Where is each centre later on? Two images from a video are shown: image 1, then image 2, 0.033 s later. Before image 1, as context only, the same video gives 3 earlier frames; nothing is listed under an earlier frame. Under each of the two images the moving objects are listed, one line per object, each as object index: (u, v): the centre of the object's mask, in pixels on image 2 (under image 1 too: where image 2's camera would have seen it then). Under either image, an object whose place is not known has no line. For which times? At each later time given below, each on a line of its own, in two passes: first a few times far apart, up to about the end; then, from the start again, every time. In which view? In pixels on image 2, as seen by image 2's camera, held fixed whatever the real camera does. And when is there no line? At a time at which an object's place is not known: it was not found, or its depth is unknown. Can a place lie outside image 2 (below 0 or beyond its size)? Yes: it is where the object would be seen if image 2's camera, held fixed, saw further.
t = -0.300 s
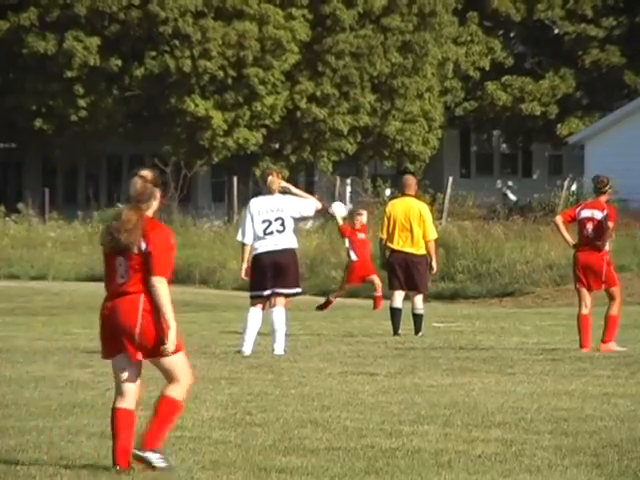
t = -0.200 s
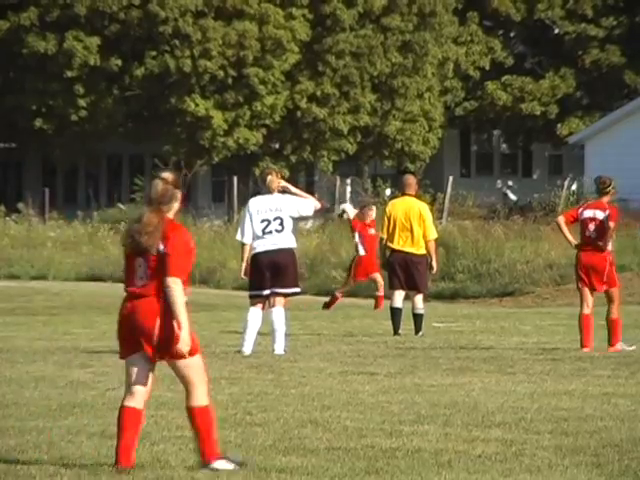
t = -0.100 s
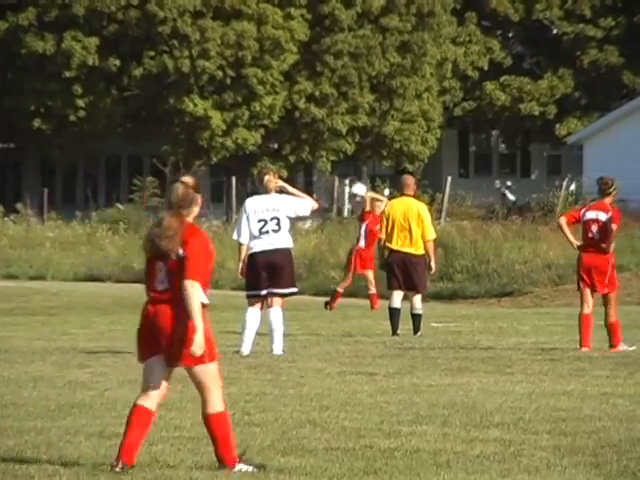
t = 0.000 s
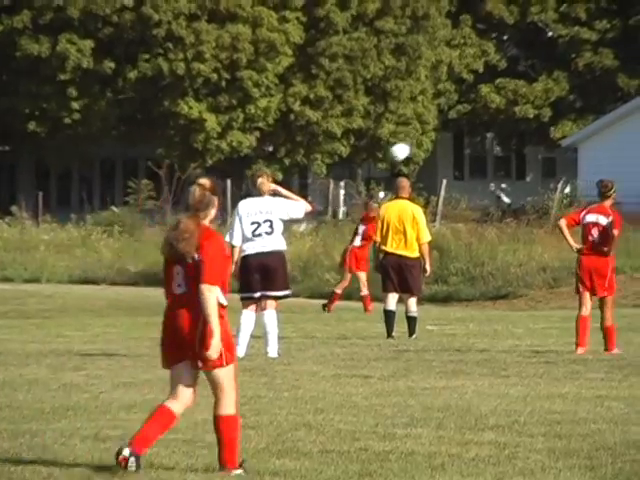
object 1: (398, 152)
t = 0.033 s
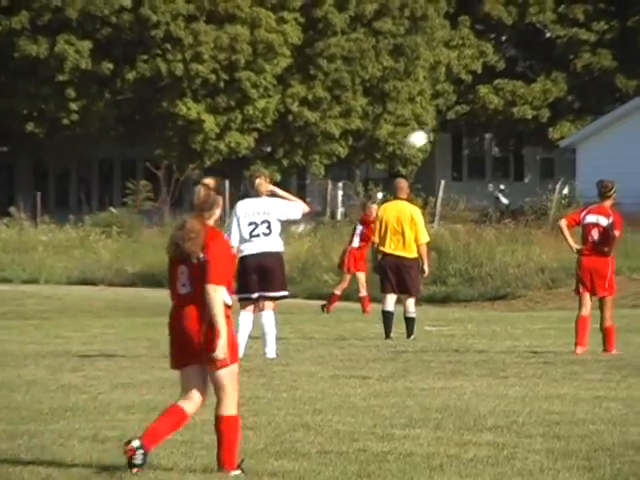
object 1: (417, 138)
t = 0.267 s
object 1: (552, 72)
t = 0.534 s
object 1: (708, 47)
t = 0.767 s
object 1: (850, 65)
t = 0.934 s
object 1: (954, 104)
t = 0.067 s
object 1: (436, 127)
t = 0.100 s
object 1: (455, 116)
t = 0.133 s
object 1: (474, 106)
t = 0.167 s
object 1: (493, 96)
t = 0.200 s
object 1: (513, 87)
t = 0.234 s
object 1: (532, 79)
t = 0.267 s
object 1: (552, 72)
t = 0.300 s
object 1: (572, 66)
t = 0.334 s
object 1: (592, 60)
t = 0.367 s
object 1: (611, 56)
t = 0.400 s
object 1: (630, 53)
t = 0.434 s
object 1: (649, 51)
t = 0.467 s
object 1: (668, 48)
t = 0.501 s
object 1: (688, 47)
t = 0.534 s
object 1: (708, 47)
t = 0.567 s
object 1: (728, 47)
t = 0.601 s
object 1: (748, 48)
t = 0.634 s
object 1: (769, 50)
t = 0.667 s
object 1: (788, 52)
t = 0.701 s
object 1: (809, 56)
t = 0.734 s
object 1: (830, 60)
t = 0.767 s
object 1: (850, 65)
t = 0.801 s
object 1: (871, 71)
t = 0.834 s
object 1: (891, 78)
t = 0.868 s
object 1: (912, 85)
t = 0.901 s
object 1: (934, 94)
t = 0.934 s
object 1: (954, 104)
